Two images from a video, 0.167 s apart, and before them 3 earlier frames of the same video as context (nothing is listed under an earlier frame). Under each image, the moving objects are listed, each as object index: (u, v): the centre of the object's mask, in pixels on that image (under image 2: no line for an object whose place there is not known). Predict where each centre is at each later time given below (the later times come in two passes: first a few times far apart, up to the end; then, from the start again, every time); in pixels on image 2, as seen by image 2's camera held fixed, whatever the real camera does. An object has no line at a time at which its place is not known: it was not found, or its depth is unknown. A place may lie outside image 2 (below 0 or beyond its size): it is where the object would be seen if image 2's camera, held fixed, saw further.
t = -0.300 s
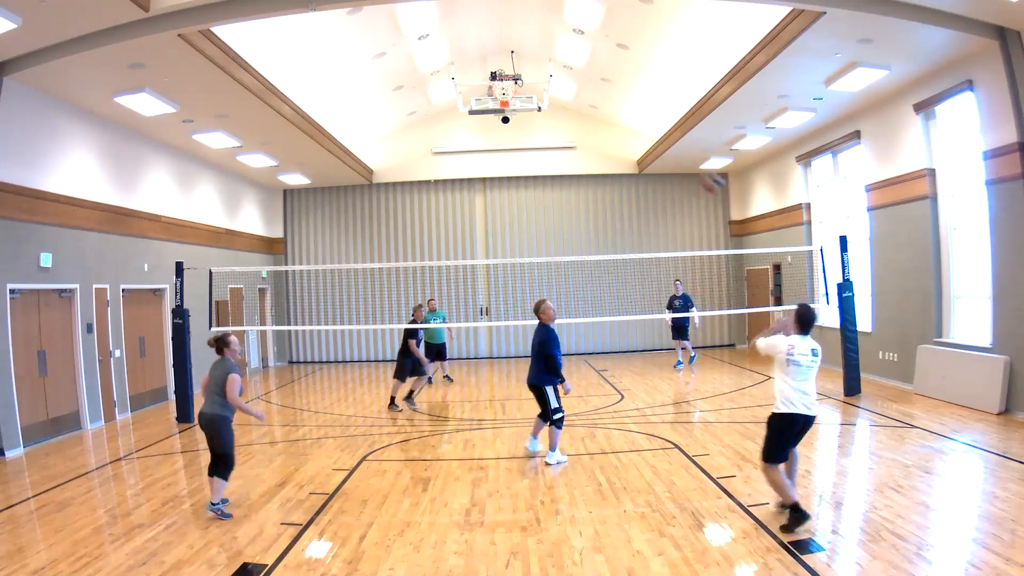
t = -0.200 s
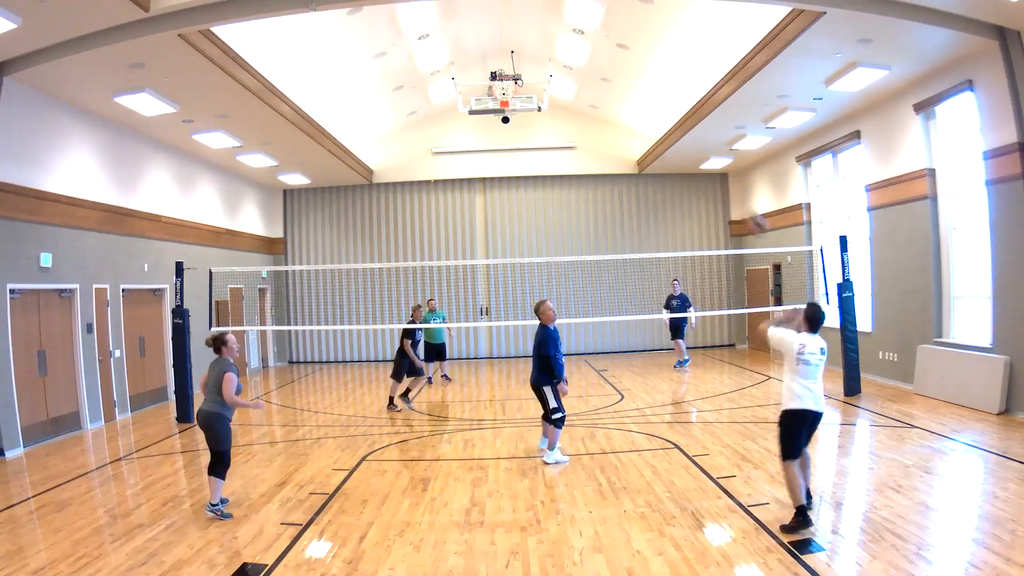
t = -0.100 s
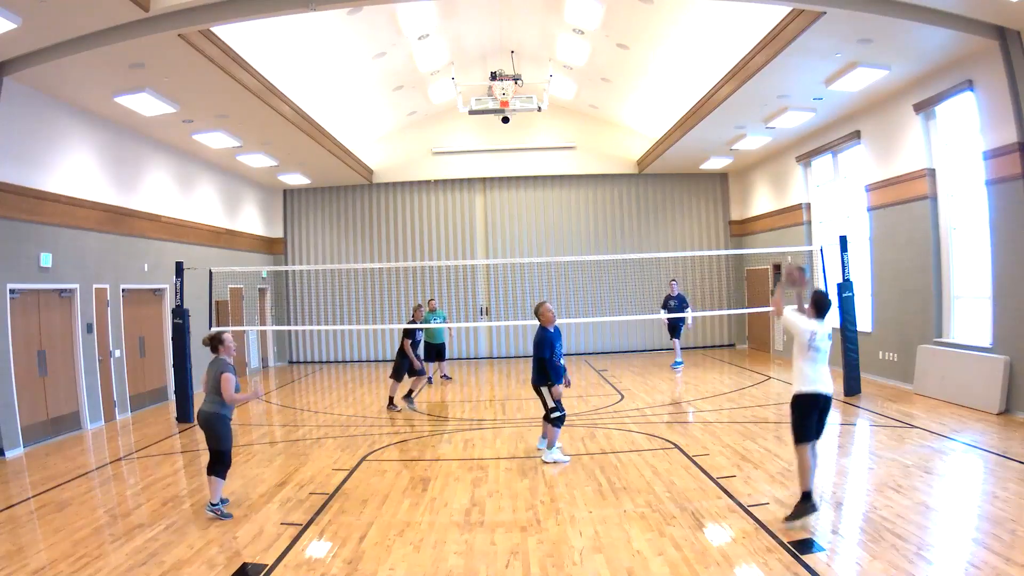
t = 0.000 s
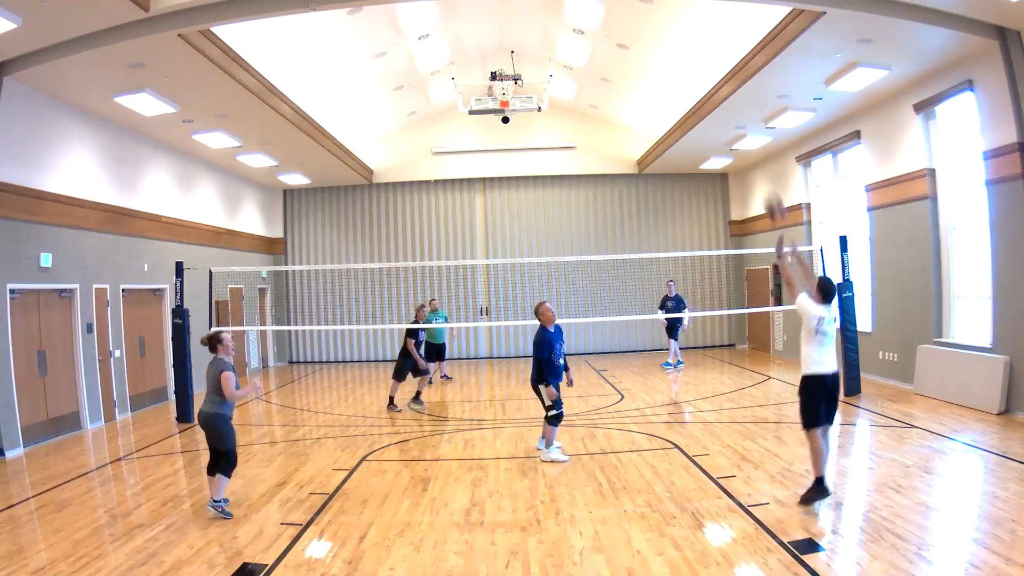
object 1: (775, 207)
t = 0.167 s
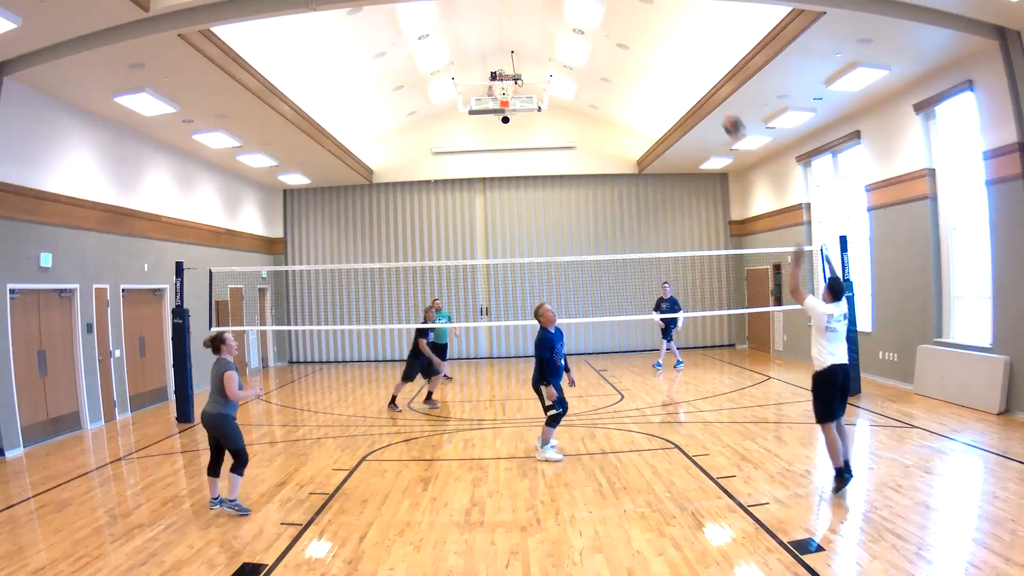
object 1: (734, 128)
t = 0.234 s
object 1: (719, 107)
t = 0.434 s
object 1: (684, 79)
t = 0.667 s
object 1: (655, 91)
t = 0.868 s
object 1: (635, 132)
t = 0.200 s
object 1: (726, 116)
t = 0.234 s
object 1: (719, 107)
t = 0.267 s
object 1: (713, 101)
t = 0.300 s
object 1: (707, 93)
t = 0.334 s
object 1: (700, 87)
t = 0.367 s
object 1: (694, 83)
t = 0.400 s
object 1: (689, 81)
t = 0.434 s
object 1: (684, 79)
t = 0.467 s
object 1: (679, 78)
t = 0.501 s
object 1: (675, 78)
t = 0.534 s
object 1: (670, 79)
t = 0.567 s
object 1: (666, 81)
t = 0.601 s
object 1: (662, 84)
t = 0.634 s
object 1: (658, 87)
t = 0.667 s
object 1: (655, 91)
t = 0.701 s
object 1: (651, 96)
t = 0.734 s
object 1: (648, 102)
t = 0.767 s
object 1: (644, 109)
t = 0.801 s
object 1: (641, 116)
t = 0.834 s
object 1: (638, 124)
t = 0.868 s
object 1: (635, 132)
